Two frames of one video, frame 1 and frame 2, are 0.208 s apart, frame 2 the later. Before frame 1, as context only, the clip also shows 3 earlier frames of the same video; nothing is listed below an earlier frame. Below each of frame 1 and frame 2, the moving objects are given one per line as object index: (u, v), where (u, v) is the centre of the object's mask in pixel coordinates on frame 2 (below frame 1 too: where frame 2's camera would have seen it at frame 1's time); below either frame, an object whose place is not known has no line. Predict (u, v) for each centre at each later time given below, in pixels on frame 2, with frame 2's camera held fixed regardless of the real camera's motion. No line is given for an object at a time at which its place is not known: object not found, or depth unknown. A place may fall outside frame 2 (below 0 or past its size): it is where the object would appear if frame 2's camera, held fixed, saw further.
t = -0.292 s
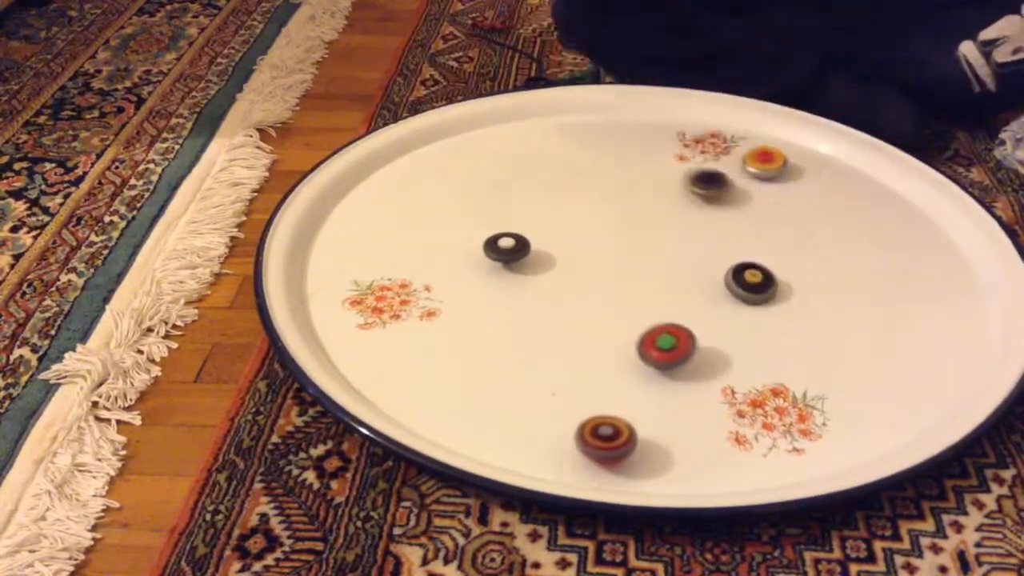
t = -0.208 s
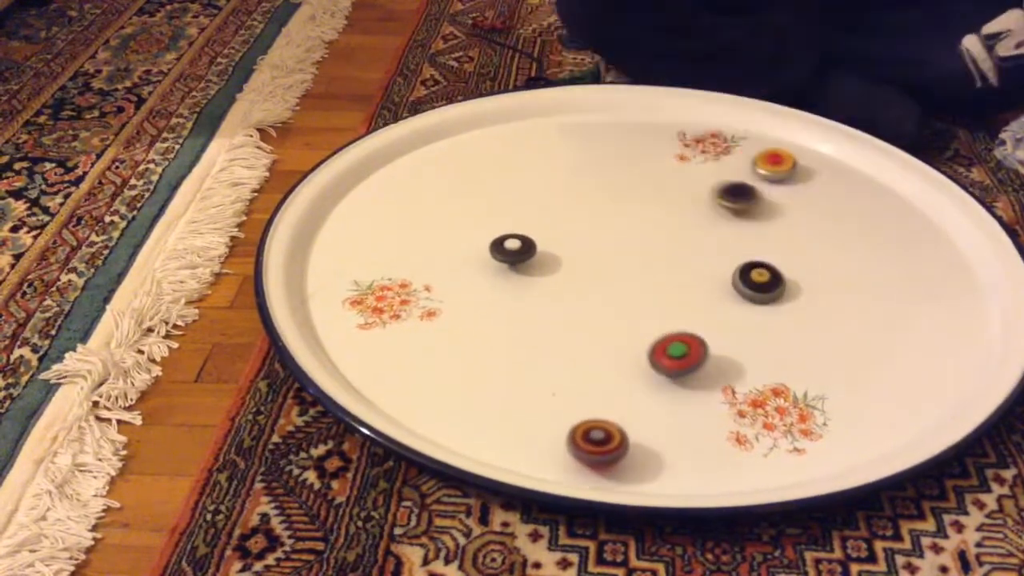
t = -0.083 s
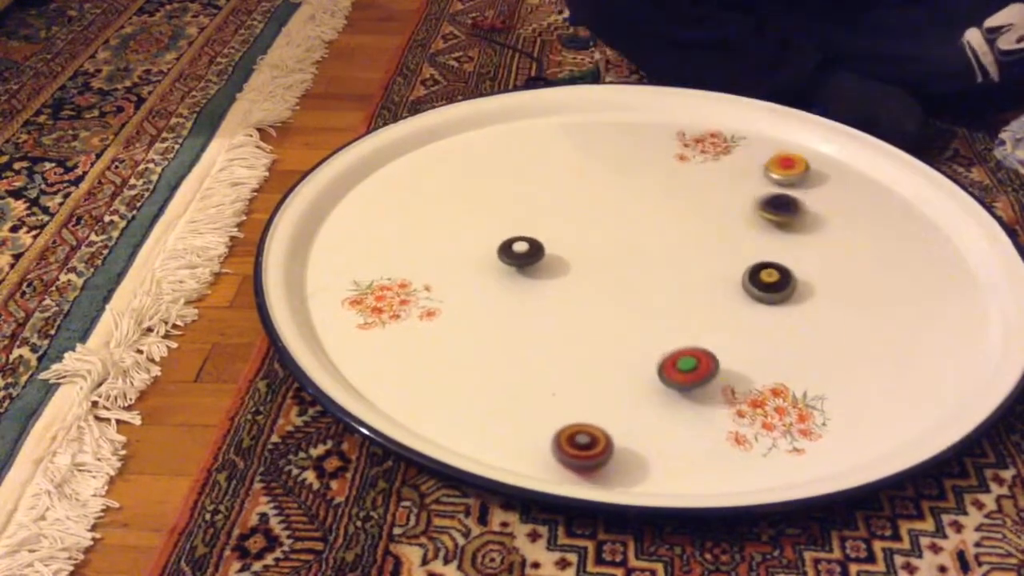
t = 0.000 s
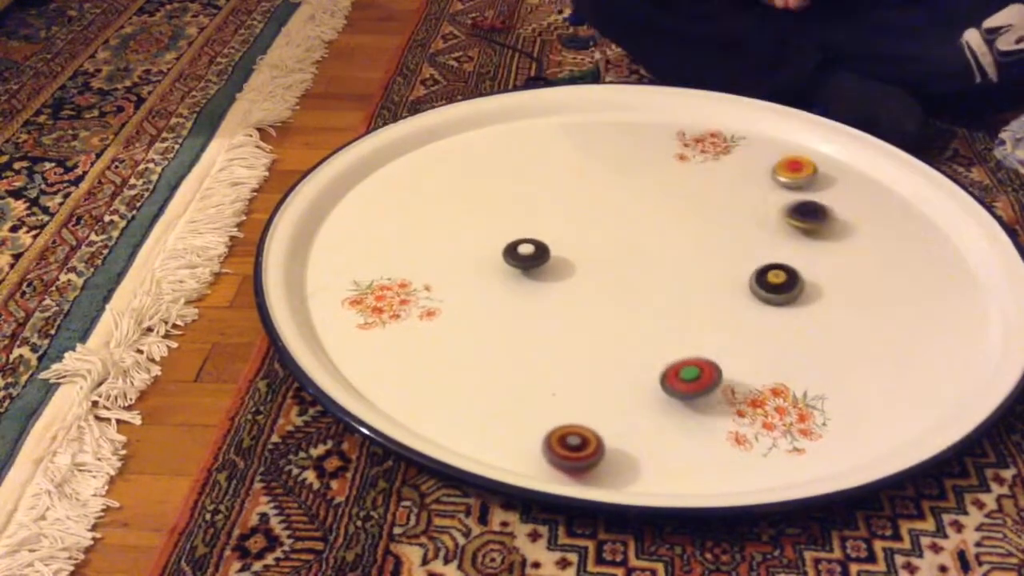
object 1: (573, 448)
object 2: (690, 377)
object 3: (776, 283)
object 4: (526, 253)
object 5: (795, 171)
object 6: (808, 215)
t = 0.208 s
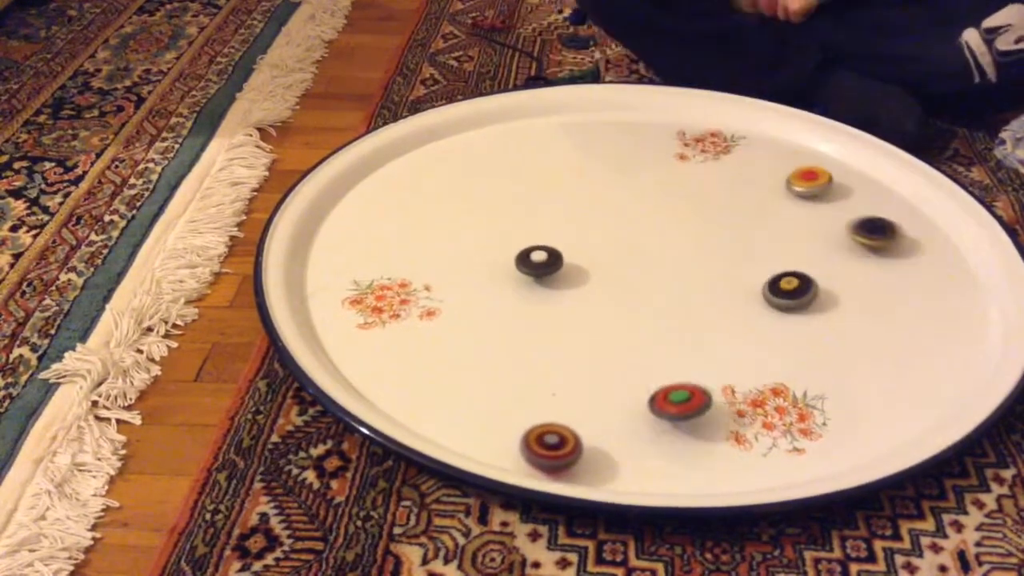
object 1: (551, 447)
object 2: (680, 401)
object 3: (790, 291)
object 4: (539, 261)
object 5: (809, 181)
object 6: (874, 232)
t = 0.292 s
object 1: (543, 445)
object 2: (669, 409)
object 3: (793, 294)
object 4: (544, 264)
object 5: (813, 186)
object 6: (898, 239)
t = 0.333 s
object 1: (540, 443)
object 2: (663, 412)
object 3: (794, 296)
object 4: (546, 266)
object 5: (814, 189)
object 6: (908, 241)
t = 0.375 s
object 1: (536, 442)
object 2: (656, 414)
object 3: (794, 298)
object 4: (549, 267)
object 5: (815, 191)
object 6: (919, 245)
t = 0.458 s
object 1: (531, 438)
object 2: (641, 418)
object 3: (793, 301)
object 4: (553, 271)
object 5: (815, 196)
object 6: (940, 251)
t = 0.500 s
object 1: (529, 436)
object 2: (632, 419)
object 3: (792, 302)
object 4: (555, 273)
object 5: (815, 199)
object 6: (951, 255)
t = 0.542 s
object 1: (527, 434)
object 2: (624, 420)
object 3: (790, 303)
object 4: (556, 275)
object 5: (814, 201)
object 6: (962, 259)
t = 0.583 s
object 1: (526, 431)
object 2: (616, 419)
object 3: (789, 304)
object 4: (558, 277)
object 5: (813, 204)
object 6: (972, 261)
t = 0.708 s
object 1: (523, 423)
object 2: (592, 414)
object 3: (781, 306)
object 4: (563, 283)
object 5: (807, 210)
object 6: (974, 272)
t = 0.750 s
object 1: (522, 420)
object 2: (586, 411)
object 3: (778, 306)
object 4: (564, 285)
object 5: (804, 212)
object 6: (975, 276)
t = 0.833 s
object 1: (508, 414)
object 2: (593, 403)
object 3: (772, 305)
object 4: (566, 289)
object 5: (797, 216)
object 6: (976, 283)
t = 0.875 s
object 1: (503, 411)
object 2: (592, 399)
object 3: (769, 304)
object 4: (566, 290)
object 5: (793, 218)
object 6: (976, 286)
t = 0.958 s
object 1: (495, 404)
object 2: (592, 390)
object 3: (764, 302)
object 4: (567, 294)
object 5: (785, 220)
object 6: (976, 293)
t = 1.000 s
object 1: (492, 399)
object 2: (593, 385)
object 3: (762, 301)
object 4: (567, 296)
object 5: (780, 221)
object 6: (976, 296)
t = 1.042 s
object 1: (490, 396)
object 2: (594, 381)
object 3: (760, 299)
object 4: (567, 298)
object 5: (776, 222)
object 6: (975, 299)
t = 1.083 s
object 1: (488, 392)
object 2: (596, 376)
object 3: (758, 297)
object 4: (568, 300)
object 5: (771, 223)
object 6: (974, 302)
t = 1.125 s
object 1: (487, 388)
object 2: (599, 372)
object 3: (757, 296)
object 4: (567, 302)
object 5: (765, 223)
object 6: (972, 304)
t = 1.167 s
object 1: (485, 383)
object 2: (602, 368)
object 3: (756, 294)
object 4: (567, 303)
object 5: (760, 223)
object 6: (970, 306)
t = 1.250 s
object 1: (485, 375)
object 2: (610, 361)
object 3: (756, 290)
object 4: (567, 307)
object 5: (750, 223)
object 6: (964, 309)
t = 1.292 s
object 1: (485, 371)
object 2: (615, 357)
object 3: (756, 288)
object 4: (566, 308)
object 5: (746, 223)
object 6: (961, 313)
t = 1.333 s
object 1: (486, 366)
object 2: (620, 354)
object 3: (757, 287)
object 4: (566, 310)
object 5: (741, 222)
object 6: (958, 314)
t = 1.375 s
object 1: (488, 362)
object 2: (626, 352)
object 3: (758, 285)
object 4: (565, 311)
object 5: (736, 222)
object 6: (955, 317)
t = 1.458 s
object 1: (492, 354)
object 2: (639, 348)
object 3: (763, 283)
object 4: (564, 314)
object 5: (728, 220)
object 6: (947, 320)
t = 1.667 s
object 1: (509, 336)
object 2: (675, 344)
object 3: (778, 280)
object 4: (561, 319)
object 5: (709, 213)
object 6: (922, 329)
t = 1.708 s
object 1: (508, 334)
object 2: (682, 344)
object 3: (782, 280)
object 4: (568, 318)
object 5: (706, 211)
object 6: (917, 331)
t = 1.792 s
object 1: (500, 331)
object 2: (697, 346)
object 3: (789, 281)
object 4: (592, 316)
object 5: (701, 208)
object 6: (905, 334)
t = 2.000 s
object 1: (507, 323)
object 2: (732, 355)
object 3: (803, 287)
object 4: (623, 318)
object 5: (695, 198)
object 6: (873, 340)
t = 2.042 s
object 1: (509, 321)
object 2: (738, 358)
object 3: (805, 289)
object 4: (628, 319)
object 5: (695, 197)
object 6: (867, 341)
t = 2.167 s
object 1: (519, 317)
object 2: (753, 368)
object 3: (808, 294)
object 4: (645, 325)
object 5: (697, 193)
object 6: (848, 343)
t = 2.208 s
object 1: (523, 315)
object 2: (756, 371)
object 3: (808, 295)
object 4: (650, 328)
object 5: (698, 191)
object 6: (842, 343)
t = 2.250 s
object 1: (527, 315)
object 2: (760, 375)
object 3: (808, 297)
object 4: (655, 330)
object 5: (699, 191)
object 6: (836, 343)
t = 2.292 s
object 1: (531, 314)
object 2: (763, 378)
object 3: (807, 298)
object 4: (659, 333)
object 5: (701, 190)
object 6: (830, 344)
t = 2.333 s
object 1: (536, 313)
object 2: (765, 382)
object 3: (805, 299)
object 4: (664, 336)
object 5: (703, 189)
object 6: (823, 343)
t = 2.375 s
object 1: (542, 313)
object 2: (766, 387)
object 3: (804, 300)
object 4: (667, 339)
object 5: (705, 188)
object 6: (817, 343)
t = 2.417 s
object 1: (547, 312)
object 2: (766, 391)
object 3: (802, 301)
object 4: (670, 342)
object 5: (707, 188)
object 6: (810, 342)
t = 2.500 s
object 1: (559, 312)
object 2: (765, 398)
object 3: (797, 302)
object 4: (674, 349)
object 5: (712, 187)
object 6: (797, 340)
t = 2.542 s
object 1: (565, 312)
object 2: (763, 402)
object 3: (795, 302)
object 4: (675, 352)
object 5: (715, 186)
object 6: (790, 339)
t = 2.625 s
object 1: (578, 312)
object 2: (756, 408)
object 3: (789, 301)
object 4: (675, 358)
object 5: (721, 186)
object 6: (774, 335)
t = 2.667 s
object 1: (585, 313)
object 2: (752, 411)
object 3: (786, 300)
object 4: (674, 361)
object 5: (725, 187)
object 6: (767, 333)
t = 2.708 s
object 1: (591, 313)
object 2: (748, 414)
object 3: (784, 300)
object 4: (672, 363)
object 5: (728, 187)
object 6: (759, 331)
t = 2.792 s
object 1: (605, 315)
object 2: (737, 418)
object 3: (779, 297)
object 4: (668, 368)
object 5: (735, 188)
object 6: (744, 326)
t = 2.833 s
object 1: (612, 316)
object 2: (731, 419)
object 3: (777, 296)
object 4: (665, 370)
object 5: (739, 189)
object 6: (735, 323)
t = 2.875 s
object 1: (619, 317)
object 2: (724, 420)
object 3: (775, 294)
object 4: (661, 371)
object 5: (742, 190)
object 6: (727, 320)
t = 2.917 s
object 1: (626, 318)
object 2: (717, 420)
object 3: (774, 293)
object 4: (657, 373)
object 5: (746, 192)
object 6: (719, 317)
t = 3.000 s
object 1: (640, 321)
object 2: (703, 420)
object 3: (772, 289)
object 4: (649, 374)
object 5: (753, 195)
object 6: (703, 311)
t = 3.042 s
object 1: (646, 323)
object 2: (697, 419)
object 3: (772, 287)
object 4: (644, 374)
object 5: (757, 197)
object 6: (695, 308)
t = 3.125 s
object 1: (646, 331)
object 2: (684, 416)
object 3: (774, 284)
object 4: (635, 373)
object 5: (762, 200)
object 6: (692, 298)
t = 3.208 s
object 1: (647, 338)
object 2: (671, 411)
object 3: (777, 282)
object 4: (626, 371)
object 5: (767, 204)
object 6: (685, 291)
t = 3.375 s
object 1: (678, 326)
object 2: (650, 398)
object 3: (787, 278)
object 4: (570, 398)
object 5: (773, 213)
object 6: (669, 274)
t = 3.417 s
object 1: (683, 325)
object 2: (647, 394)
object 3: (790, 278)
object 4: (562, 398)
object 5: (774, 215)
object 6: (665, 270)
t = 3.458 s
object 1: (688, 324)
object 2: (643, 390)
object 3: (793, 278)
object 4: (556, 398)
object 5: (775, 218)
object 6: (661, 267)
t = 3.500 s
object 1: (693, 323)
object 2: (641, 386)
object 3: (796, 278)
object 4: (549, 397)
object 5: (775, 220)
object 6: (657, 263)
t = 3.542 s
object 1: (698, 323)
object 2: (639, 382)
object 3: (799, 279)
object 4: (543, 395)
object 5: (774, 223)
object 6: (653, 259)
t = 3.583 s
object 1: (703, 322)
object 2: (638, 378)
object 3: (803, 280)
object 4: (538, 392)
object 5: (773, 225)
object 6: (649, 256)
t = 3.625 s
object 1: (708, 321)
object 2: (637, 373)
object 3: (806, 280)
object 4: (533, 390)
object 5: (772, 227)
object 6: (645, 252)
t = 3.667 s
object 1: (713, 320)
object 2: (637, 369)
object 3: (809, 281)
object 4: (529, 387)
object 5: (771, 229)
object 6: (640, 248)
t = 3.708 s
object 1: (719, 320)
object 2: (638, 365)
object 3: (811, 282)
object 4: (525, 383)
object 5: (769, 231)
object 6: (636, 244)
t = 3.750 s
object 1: (724, 319)
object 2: (639, 361)
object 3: (814, 284)
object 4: (523, 379)
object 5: (767, 233)
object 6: (632, 241)
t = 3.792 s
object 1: (729, 319)
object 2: (642, 357)
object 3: (816, 285)
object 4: (521, 375)
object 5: (764, 233)
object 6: (628, 237)
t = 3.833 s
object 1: (734, 318)
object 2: (644, 353)
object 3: (817, 286)
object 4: (520, 371)
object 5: (762, 236)
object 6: (624, 234)
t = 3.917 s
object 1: (745, 318)
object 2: (651, 347)
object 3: (819, 290)
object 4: (521, 363)
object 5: (755, 238)
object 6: (617, 228)
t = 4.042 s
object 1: (761, 317)
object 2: (664, 338)
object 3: (818, 293)
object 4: (528, 352)
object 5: (746, 240)
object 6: (607, 219)
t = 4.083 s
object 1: (767, 317)
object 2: (670, 336)
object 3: (817, 295)
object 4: (532, 349)
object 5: (742, 241)
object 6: (604, 216)
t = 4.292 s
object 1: (793, 318)
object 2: (701, 330)
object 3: (811, 294)
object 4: (560, 341)
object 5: (724, 241)
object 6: (590, 204)
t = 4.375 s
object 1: (800, 321)
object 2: (715, 330)
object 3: (807, 291)
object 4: (573, 341)
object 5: (717, 241)
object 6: (586, 200)
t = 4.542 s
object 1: (812, 327)
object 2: (743, 333)
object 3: (799, 289)
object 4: (599, 346)
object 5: (704, 238)
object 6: (578, 192)
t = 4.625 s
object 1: (817, 328)
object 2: (756, 337)
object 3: (796, 286)
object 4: (609, 351)
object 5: (699, 236)
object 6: (575, 188)
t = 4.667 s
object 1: (819, 329)
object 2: (761, 339)
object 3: (796, 285)
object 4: (614, 354)
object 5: (696, 235)
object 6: (574, 187)
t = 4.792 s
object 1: (825, 331)
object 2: (779, 346)
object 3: (796, 281)
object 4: (624, 365)
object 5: (691, 231)
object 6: (570, 182)
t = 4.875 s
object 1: (829, 332)
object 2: (788, 352)
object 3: (798, 278)
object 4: (626, 372)
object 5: (689, 228)
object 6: (569, 180)
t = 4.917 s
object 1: (830, 332)
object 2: (792, 355)
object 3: (800, 277)
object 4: (626, 376)
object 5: (688, 226)
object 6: (568, 179)
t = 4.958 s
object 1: (831, 332)
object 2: (795, 359)
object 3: (802, 276)
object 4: (625, 379)
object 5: (688, 225)
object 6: (568, 177)
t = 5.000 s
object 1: (831, 332)
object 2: (798, 362)
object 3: (804, 276)
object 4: (623, 383)
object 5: (688, 224)
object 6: (567, 176)
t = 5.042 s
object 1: (831, 333)
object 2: (800, 366)
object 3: (806, 275)
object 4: (619, 386)
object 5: (688, 223)
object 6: (567, 175)
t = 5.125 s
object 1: (833, 332)
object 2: (803, 373)
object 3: (811, 275)
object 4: (612, 393)
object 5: (690, 221)
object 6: (567, 173)
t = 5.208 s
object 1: (834, 331)
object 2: (802, 380)
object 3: (816, 276)
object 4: (602, 396)
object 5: (692, 220)
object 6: (568, 170)
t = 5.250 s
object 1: (834, 329)
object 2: (801, 382)
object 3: (819, 277)
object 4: (596, 397)
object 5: (694, 219)
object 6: (568, 169)
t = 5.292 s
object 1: (834, 328)
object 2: (799, 385)
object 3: (821, 277)
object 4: (590, 397)
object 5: (695, 218)
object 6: (569, 168)
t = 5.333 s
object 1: (834, 327)
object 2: (797, 387)
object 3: (823, 278)
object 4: (585, 397)
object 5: (697, 218)
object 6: (569, 167)
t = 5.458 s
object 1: (835, 323)
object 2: (785, 394)
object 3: (827, 281)
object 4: (568, 393)
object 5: (704, 218)
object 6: (571, 165)
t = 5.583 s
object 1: (836, 318)
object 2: (771, 397)
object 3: (828, 284)
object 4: (555, 385)
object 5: (711, 218)
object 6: (575, 163)
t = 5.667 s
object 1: (837, 315)
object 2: (759, 396)
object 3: (827, 284)
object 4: (551, 378)
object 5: (715, 219)
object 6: (577, 163)
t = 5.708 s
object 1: (838, 312)
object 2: (753, 395)
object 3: (825, 284)
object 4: (550, 374)
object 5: (718, 220)
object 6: (579, 163)
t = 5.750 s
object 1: (839, 311)
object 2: (746, 395)
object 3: (823, 283)
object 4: (549, 371)
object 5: (720, 220)
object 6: (580, 163)
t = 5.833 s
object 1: (841, 314)
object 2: (735, 391)
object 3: (823, 278)
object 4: (551, 363)
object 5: (725, 222)
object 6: (582, 164)
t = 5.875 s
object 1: (842, 315)
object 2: (730, 389)
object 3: (822, 276)
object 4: (553, 360)
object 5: (728, 223)
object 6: (584, 165)
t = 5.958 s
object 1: (844, 317)
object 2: (718, 385)
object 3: (819, 275)
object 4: (559, 354)
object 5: (732, 225)
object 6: (586, 166)
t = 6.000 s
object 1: (845, 318)
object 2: (713, 382)
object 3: (817, 274)
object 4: (563, 351)
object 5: (733, 226)
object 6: (587, 167)
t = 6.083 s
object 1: (844, 319)
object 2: (704, 375)
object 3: (815, 272)
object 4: (573, 347)
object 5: (737, 229)
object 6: (590, 169)
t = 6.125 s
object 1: (844, 319)
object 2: (700, 372)
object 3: (815, 271)
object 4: (579, 345)
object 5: (738, 231)
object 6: (592, 170)
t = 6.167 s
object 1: (844, 319)
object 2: (697, 368)
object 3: (814, 270)
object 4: (585, 344)
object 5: (739, 232)
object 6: (593, 172)
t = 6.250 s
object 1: (842, 319)
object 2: (691, 361)
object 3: (815, 268)
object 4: (597, 344)
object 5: (740, 235)
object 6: (596, 175)
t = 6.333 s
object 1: (840, 318)
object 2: (689, 353)
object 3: (816, 266)
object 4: (609, 345)
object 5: (741, 239)
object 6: (600, 178)
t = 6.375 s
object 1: (839, 318)
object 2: (688, 350)
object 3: (817, 265)
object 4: (615, 347)
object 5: (741, 240)
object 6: (601, 180)
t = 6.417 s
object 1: (837, 317)
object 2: (688, 346)
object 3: (818, 265)
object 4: (620, 348)
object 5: (740, 240)
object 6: (603, 183)
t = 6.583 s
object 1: (834, 313)
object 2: (693, 332)
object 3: (825, 264)
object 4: (639, 358)
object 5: (737, 245)
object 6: (611, 192)
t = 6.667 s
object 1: (831, 309)
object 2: (698, 326)
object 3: (828, 265)
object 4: (645, 364)
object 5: (735, 247)
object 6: (615, 198)
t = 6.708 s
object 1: (830, 308)
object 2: (702, 324)
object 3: (830, 265)
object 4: (647, 368)
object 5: (734, 248)
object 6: (617, 201)
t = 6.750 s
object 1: (830, 306)
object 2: (706, 321)
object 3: (831, 266)
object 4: (648, 371)
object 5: (731, 248)
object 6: (620, 204)
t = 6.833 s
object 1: (828, 303)
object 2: (715, 317)
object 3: (834, 267)
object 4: (647, 378)
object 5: (727, 250)
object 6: (625, 210)
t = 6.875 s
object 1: (827, 300)
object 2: (720, 316)
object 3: (835, 267)
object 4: (645, 382)
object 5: (725, 250)
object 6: (628, 213)
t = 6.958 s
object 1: (826, 296)
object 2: (730, 313)
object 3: (836, 267)
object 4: (640, 388)
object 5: (719, 251)
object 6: (634, 220)
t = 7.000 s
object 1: (826, 294)
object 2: (736, 313)
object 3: (837, 267)
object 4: (636, 390)
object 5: (715, 251)
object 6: (637, 223)
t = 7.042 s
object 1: (825, 291)
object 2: (742, 312)
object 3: (838, 267)
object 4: (631, 392)
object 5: (712, 251)
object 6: (640, 226)
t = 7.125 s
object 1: (821, 290)
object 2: (754, 312)
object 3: (840, 265)
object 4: (621, 395)
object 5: (705, 250)
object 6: (647, 234)
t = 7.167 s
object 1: (819, 289)
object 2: (760, 312)
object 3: (841, 266)
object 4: (616, 395)
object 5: (702, 250)
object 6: (650, 238)
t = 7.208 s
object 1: (816, 288)
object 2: (766, 313)
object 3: (841, 267)
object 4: (610, 395)
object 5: (715, 254)
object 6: (645, 239)
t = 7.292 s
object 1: (812, 286)
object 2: (778, 314)
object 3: (838, 267)
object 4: (600, 393)
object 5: (737, 262)
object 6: (637, 242)
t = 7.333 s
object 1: (807, 285)
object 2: (784, 316)
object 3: (840, 264)
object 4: (595, 391)
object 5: (741, 264)
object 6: (635, 244)
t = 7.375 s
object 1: (802, 285)
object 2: (789, 317)
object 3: (843, 262)
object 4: (591, 389)
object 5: (743, 264)
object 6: (634, 246)
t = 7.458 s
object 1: (793, 286)
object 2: (801, 321)
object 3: (844, 261)
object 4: (584, 384)
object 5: (748, 265)
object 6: (630, 250)
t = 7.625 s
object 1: (778, 290)
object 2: (819, 330)
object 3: (846, 257)
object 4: (578, 370)
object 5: (746, 257)
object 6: (622, 258)
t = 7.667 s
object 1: (775, 291)
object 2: (822, 332)
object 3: (848, 258)
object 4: (579, 366)
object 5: (746, 257)
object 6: (620, 260)
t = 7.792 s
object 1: (764, 291)
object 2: (831, 340)
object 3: (851, 258)
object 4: (585, 356)
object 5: (750, 258)
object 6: (616, 267)
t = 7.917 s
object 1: (753, 290)
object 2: (836, 349)
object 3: (854, 259)
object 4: (597, 349)
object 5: (756, 260)
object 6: (612, 273)
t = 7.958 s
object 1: (749, 290)
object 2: (837, 351)
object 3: (855, 259)
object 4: (602, 347)
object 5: (758, 261)
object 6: (612, 275)
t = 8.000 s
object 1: (745, 289)
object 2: (837, 354)
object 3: (856, 260)
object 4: (607, 346)
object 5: (759, 261)
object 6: (611, 277)
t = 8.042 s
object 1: (741, 288)
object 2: (837, 356)
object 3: (856, 261)
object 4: (613, 345)
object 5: (761, 263)
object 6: (611, 280)
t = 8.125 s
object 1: (733, 284)
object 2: (835, 360)
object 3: (855, 262)
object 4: (625, 344)
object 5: (763, 264)
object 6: (610, 284)
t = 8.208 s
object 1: (725, 283)
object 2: (832, 364)
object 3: (853, 262)
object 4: (636, 346)
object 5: (768, 265)
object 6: (608, 287)
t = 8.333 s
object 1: (712, 278)
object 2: (824, 369)
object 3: (848, 263)
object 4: (653, 350)
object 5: (774, 265)
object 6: (607, 293)
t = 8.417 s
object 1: (705, 275)
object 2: (818, 370)
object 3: (845, 262)
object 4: (662, 355)
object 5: (777, 266)
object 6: (606, 296)
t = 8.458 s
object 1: (702, 273)
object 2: (814, 371)
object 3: (843, 262)
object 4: (666, 358)
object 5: (779, 266)
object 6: (606, 298)
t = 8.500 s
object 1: (700, 270)
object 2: (811, 371)
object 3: (842, 261)
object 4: (669, 361)
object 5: (780, 266)
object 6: (606, 300)
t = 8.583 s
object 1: (695, 266)
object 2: (804, 370)
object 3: (839, 260)
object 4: (673, 367)
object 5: (783, 267)
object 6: (606, 303)
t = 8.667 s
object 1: (692, 261)
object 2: (796, 367)
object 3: (839, 258)
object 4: (674, 374)
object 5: (786, 267)
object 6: (606, 306)
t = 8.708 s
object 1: (691, 259)
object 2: (792, 366)
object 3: (838, 257)
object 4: (673, 377)
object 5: (788, 269)
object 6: (606, 308)
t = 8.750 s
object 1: (690, 256)
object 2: (788, 364)
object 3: (838, 256)
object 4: (671, 380)
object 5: (789, 269)
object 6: (607, 310)
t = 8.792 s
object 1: (690, 254)
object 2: (784, 362)
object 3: (839, 256)
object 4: (669, 382)
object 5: (790, 269)
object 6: (607, 311)
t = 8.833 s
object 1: (690, 252)
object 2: (781, 360)
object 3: (839, 255)
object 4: (666, 384)
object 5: (791, 270)
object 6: (608, 313)
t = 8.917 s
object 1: (691, 247)
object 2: (774, 355)
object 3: (842, 255)
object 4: (658, 388)
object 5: (793, 271)
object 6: (609, 316)
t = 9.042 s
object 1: (697, 241)
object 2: (765, 347)
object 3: (845, 255)
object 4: (644, 389)
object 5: (795, 272)
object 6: (613, 321)
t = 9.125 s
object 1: (702, 238)
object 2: (761, 341)
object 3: (848, 255)
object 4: (634, 388)
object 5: (797, 273)
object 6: (616, 323)
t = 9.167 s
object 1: (705, 237)
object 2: (759, 338)
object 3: (848, 256)
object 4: (629, 386)
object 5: (796, 274)
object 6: (619, 324)
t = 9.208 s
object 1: (709, 236)
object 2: (757, 335)
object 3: (849, 256)
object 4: (625, 384)
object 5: (797, 274)
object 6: (621, 325)
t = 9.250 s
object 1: (712, 235)
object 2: (756, 332)
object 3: (849, 257)
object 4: (622, 382)
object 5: (797, 274)
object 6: (623, 326)
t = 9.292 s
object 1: (715, 235)
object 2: (756, 329)
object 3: (849, 258)
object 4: (618, 379)
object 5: (796, 274)
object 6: (625, 327)
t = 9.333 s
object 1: (720, 234)
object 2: (756, 326)
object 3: (849, 258)
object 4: (615, 376)
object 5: (797, 274)
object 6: (628, 327)
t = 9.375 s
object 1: (723, 234)
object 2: (756, 323)
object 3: (848, 259)
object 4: (614, 373)
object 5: (796, 274)
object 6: (630, 328)
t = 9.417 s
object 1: (727, 234)
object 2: (756, 321)
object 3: (847, 260)
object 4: (612, 370)
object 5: (797, 274)
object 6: (633, 328)
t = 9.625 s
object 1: (747, 236)
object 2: (765, 307)
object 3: (840, 260)
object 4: (616, 354)
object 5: (794, 274)
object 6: (649, 326)
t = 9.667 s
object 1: (752, 237)
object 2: (767, 305)
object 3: (838, 259)
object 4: (617, 353)
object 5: (794, 273)
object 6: (654, 325)
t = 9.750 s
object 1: (759, 241)
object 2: (773, 301)
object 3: (835, 258)
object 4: (613, 353)
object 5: (793, 272)
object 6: (668, 318)
